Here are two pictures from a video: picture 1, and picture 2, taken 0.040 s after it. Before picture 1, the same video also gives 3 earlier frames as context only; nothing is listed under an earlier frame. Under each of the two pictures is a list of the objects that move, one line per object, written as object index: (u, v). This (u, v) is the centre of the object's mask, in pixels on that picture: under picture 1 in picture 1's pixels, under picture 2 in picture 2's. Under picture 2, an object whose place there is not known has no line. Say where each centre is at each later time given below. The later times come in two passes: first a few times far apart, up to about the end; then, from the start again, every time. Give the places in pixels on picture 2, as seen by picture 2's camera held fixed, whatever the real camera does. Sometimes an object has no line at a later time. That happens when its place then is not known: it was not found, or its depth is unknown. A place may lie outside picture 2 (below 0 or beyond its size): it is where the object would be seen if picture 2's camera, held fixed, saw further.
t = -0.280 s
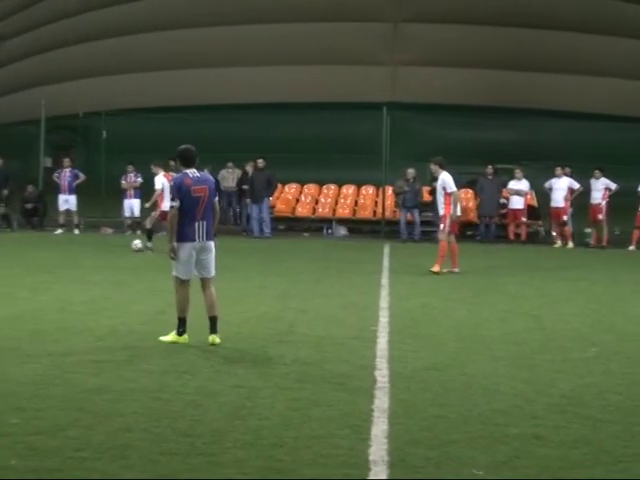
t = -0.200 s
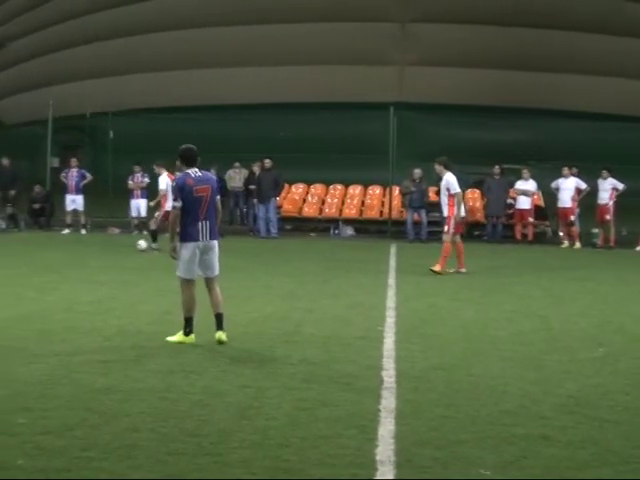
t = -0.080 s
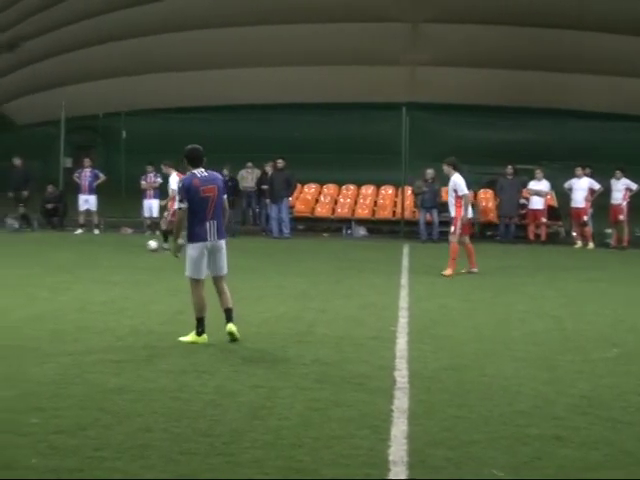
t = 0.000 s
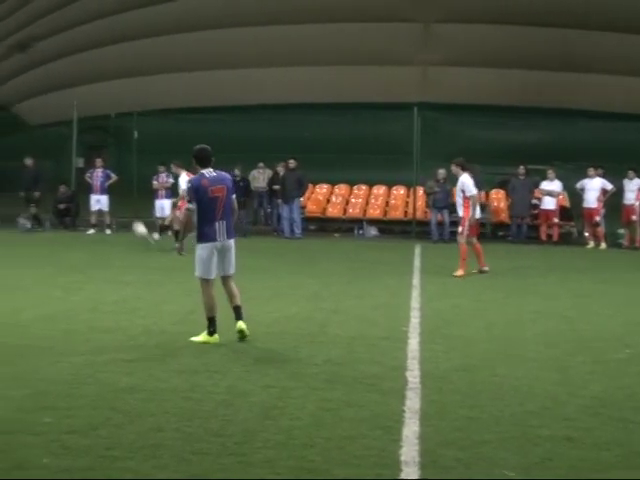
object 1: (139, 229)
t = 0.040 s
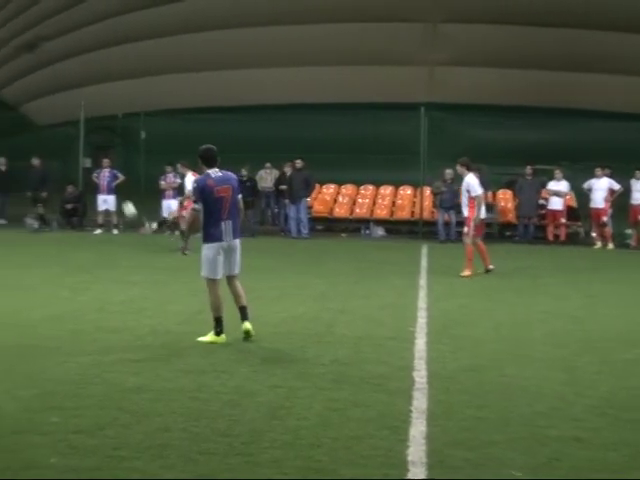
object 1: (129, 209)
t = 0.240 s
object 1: (38, 119)
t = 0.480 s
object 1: (-79, 33)
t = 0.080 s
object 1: (112, 190)
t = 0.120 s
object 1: (92, 170)
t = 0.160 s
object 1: (74, 153)
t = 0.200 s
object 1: (56, 136)
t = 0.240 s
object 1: (38, 119)
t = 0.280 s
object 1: (19, 103)
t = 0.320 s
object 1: (-1, 87)
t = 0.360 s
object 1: (-19, 73)
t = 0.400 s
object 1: (-39, 59)
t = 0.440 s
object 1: (-58, 45)
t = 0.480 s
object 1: (-79, 33)
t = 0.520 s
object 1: (-99, 22)
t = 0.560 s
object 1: (-119, 11)
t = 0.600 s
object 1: (-139, 1)
